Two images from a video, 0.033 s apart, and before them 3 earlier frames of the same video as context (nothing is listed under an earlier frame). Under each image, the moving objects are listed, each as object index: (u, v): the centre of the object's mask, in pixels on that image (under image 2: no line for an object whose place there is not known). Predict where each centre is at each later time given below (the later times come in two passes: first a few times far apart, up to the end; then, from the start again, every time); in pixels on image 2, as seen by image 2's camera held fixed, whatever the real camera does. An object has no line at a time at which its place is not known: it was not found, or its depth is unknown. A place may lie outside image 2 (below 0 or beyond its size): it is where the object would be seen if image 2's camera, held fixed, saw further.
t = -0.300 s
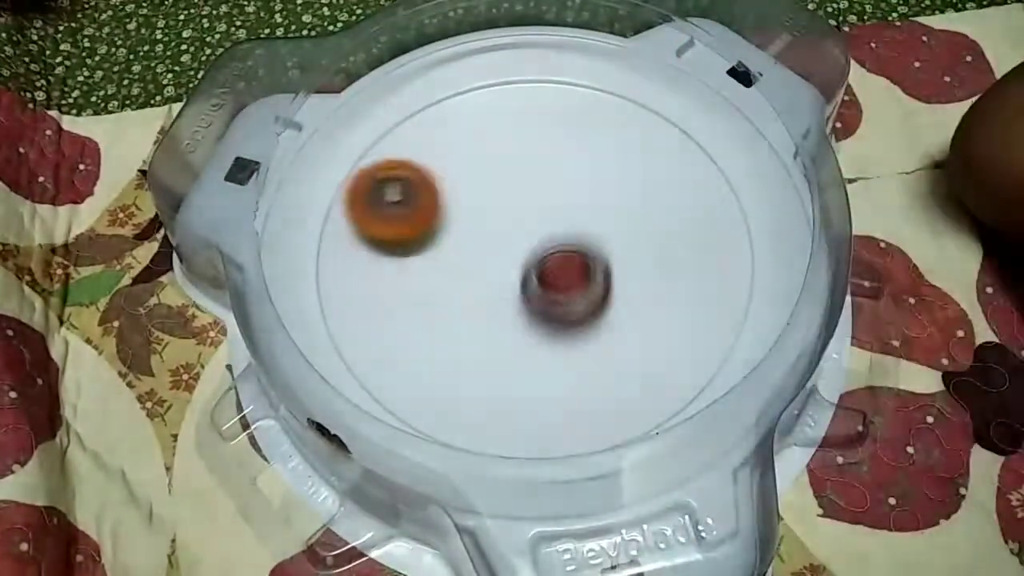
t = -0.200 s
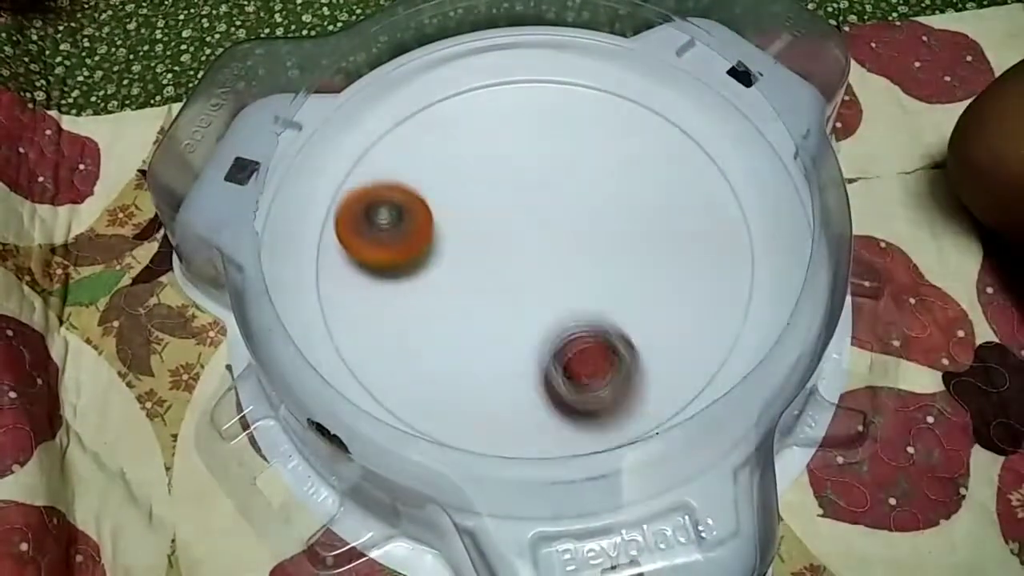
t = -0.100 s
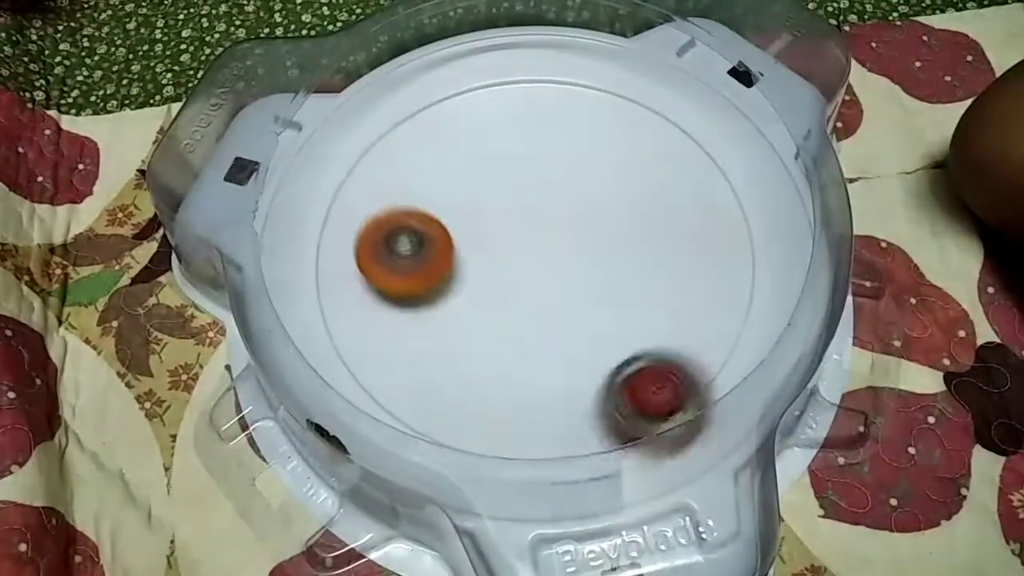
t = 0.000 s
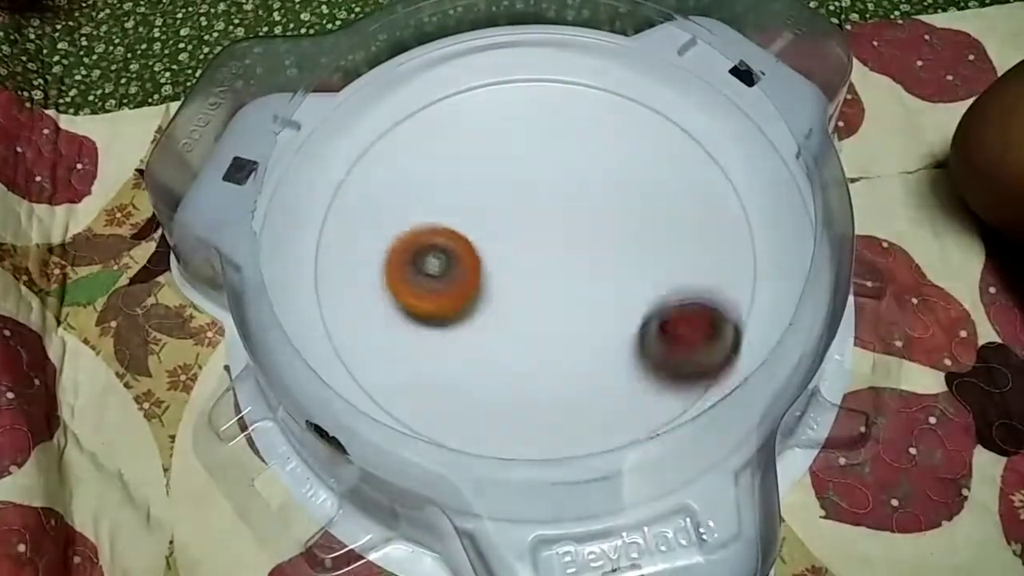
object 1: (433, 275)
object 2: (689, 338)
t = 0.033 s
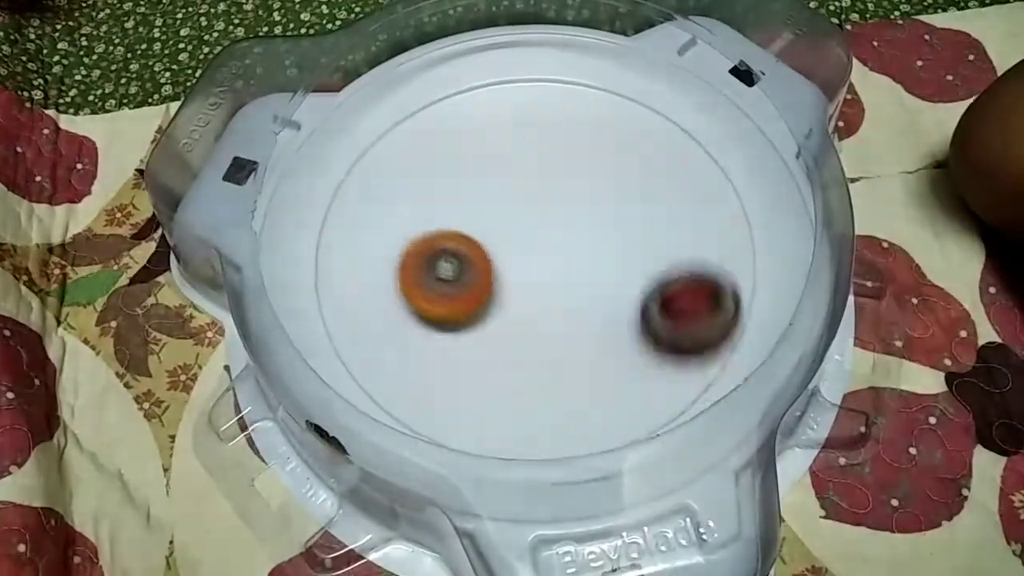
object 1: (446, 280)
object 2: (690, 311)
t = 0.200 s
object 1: (479, 279)
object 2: (605, 218)
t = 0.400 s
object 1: (315, 302)
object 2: (612, 91)
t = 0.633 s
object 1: (471, 291)
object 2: (390, 238)
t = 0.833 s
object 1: (529, 256)
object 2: (528, 443)
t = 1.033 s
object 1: (539, 221)
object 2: (754, 323)
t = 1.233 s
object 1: (542, 204)
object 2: (660, 134)
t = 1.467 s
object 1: (554, 194)
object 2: (377, 134)
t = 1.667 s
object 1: (562, 195)
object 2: (365, 363)
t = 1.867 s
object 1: (566, 202)
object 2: (641, 396)
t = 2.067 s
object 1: (568, 215)
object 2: (684, 185)
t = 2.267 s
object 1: (563, 230)
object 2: (509, 72)
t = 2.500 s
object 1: (550, 251)
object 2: (330, 263)
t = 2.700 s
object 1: (536, 265)
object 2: (538, 387)
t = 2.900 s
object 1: (522, 276)
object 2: (711, 237)
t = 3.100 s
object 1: (505, 279)
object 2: (610, 96)
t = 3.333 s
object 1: (492, 273)
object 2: (383, 163)
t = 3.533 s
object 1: (489, 263)
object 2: (459, 361)
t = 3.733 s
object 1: (491, 250)
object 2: (705, 349)
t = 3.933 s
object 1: (499, 232)
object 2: (724, 172)
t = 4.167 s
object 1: (514, 212)
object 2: (500, 108)
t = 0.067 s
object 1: (459, 282)
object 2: (682, 287)
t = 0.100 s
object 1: (473, 282)
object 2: (666, 267)
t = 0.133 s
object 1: (488, 281)
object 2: (641, 251)
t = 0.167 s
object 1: (501, 276)
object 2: (611, 237)
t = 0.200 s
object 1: (479, 279)
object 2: (605, 218)
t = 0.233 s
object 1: (412, 292)
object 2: (634, 184)
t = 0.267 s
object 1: (360, 298)
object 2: (657, 153)
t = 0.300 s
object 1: (311, 301)
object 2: (665, 128)
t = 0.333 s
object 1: (289, 300)
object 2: (663, 106)
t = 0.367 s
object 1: (301, 302)
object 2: (643, 94)
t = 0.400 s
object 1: (315, 302)
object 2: (612, 91)
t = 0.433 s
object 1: (334, 304)
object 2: (572, 94)
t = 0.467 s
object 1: (358, 302)
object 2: (533, 101)
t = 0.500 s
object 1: (383, 302)
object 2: (493, 118)
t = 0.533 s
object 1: (407, 300)
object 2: (458, 139)
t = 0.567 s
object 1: (431, 297)
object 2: (425, 170)
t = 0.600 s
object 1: (452, 294)
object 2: (405, 200)
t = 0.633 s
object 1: (471, 291)
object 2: (390, 238)
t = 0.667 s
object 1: (489, 286)
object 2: (387, 276)
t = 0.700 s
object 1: (502, 282)
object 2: (395, 319)
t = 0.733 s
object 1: (512, 275)
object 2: (411, 350)
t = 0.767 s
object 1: (519, 269)
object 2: (443, 391)
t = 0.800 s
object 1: (525, 262)
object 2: (482, 417)
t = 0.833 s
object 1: (529, 256)
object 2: (528, 443)
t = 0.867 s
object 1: (532, 249)
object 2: (580, 438)
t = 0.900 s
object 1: (534, 243)
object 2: (627, 414)
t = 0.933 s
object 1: (537, 236)
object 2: (684, 413)
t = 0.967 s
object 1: (538, 230)
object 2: (731, 393)
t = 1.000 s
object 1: (539, 225)
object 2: (749, 361)
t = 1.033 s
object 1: (539, 221)
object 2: (754, 323)
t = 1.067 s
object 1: (540, 217)
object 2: (757, 286)
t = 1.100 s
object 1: (540, 214)
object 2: (752, 250)
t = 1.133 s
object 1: (540, 211)
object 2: (739, 216)
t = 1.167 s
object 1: (541, 208)
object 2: (719, 185)
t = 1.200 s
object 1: (541, 206)
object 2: (692, 155)
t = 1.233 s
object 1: (542, 204)
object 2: (660, 134)
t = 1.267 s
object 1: (543, 202)
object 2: (622, 116)
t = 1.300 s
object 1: (545, 201)
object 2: (583, 104)
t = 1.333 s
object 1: (546, 199)
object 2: (542, 99)
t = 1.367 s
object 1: (549, 197)
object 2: (498, 101)
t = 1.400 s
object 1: (551, 196)
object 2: (457, 105)
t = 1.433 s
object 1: (553, 195)
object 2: (416, 117)
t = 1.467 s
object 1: (554, 194)
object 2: (377, 134)
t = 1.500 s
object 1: (556, 194)
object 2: (347, 158)
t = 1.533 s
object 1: (557, 194)
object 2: (328, 200)
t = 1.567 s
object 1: (559, 193)
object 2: (323, 241)
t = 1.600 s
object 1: (560, 194)
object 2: (324, 281)
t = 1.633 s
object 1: (561, 194)
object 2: (336, 328)
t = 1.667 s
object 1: (562, 195)
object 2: (365, 363)
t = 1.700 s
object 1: (562, 196)
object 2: (407, 398)
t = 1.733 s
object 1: (563, 196)
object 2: (452, 420)
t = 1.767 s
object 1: (564, 198)
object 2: (505, 433)
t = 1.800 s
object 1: (565, 199)
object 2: (554, 433)
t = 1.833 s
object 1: (565, 200)
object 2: (601, 417)
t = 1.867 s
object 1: (566, 202)
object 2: (641, 396)
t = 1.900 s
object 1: (567, 204)
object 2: (673, 365)
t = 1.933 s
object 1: (567, 205)
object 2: (692, 333)
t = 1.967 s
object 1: (568, 208)
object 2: (701, 297)
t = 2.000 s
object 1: (568, 210)
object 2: (701, 259)
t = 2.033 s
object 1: (568, 212)
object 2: (696, 220)
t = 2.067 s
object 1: (568, 215)
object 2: (684, 185)
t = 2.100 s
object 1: (568, 217)
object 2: (670, 154)
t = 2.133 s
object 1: (567, 219)
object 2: (647, 125)
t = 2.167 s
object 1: (566, 222)
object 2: (619, 99)
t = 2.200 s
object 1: (565, 224)
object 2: (588, 80)
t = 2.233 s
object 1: (565, 227)
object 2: (550, 71)
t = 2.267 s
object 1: (563, 230)
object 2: (509, 72)
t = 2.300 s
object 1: (562, 233)
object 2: (470, 84)
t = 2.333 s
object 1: (561, 236)
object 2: (430, 102)
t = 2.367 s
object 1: (559, 239)
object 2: (396, 117)
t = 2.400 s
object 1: (557, 242)
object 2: (366, 148)
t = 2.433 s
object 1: (555, 246)
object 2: (343, 178)
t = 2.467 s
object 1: (553, 248)
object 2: (329, 218)
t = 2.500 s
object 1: (550, 251)
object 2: (330, 263)
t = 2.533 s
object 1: (548, 254)
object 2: (344, 300)
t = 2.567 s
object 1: (545, 256)
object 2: (367, 332)
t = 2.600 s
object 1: (543, 258)
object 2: (405, 359)
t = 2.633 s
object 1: (541, 261)
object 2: (445, 378)
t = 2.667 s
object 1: (539, 263)
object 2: (491, 390)
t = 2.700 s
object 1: (536, 265)
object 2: (538, 387)
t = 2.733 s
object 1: (535, 267)
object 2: (584, 377)
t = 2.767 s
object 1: (532, 269)
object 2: (626, 357)
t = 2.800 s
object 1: (531, 271)
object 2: (657, 332)
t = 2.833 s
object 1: (528, 273)
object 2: (681, 303)
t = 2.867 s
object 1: (525, 275)
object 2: (698, 270)
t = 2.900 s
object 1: (522, 276)
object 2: (711, 237)
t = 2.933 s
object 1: (519, 277)
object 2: (718, 201)
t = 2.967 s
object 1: (516, 278)
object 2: (719, 169)
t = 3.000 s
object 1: (513, 279)
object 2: (708, 137)
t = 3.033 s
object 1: (510, 279)
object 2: (681, 117)
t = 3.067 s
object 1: (507, 279)
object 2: (646, 105)
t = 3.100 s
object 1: (505, 279)
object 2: (610, 96)
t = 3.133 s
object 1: (503, 278)
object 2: (575, 85)
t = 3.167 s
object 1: (501, 278)
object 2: (537, 80)
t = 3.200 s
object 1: (499, 278)
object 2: (500, 83)
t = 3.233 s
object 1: (498, 277)
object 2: (466, 91)
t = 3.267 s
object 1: (496, 276)
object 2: (432, 109)
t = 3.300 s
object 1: (494, 275)
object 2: (404, 132)
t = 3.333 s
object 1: (492, 273)
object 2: (383, 163)
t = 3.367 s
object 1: (491, 272)
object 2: (372, 195)
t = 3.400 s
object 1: (490, 271)
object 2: (367, 231)
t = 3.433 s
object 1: (490, 268)
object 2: (377, 267)
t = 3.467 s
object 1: (489, 267)
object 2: (397, 303)
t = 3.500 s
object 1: (489, 265)
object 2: (422, 334)
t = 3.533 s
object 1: (489, 263)
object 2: (459, 361)
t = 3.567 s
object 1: (489, 261)
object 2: (499, 379)
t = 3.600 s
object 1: (489, 259)
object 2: (543, 391)
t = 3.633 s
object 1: (489, 255)
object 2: (587, 393)
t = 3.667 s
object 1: (489, 254)
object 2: (630, 388)
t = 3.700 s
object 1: (490, 252)
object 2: (673, 370)
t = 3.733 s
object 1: (491, 250)
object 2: (705, 349)
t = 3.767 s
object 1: (491, 248)
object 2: (728, 326)
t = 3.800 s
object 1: (493, 245)
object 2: (743, 297)
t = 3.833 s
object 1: (494, 241)
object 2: (748, 266)
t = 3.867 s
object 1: (496, 239)
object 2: (744, 233)
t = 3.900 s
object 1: (497, 235)
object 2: (739, 200)
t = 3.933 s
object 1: (499, 232)
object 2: (724, 172)
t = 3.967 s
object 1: (502, 229)
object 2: (701, 144)
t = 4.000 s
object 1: (504, 227)
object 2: (674, 122)
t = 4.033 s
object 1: (506, 223)
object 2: (641, 107)
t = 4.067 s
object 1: (508, 220)
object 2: (607, 98)
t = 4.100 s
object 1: (510, 217)
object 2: (571, 95)
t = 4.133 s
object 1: (512, 214)
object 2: (535, 100)
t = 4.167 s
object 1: (514, 212)
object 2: (500, 108)
